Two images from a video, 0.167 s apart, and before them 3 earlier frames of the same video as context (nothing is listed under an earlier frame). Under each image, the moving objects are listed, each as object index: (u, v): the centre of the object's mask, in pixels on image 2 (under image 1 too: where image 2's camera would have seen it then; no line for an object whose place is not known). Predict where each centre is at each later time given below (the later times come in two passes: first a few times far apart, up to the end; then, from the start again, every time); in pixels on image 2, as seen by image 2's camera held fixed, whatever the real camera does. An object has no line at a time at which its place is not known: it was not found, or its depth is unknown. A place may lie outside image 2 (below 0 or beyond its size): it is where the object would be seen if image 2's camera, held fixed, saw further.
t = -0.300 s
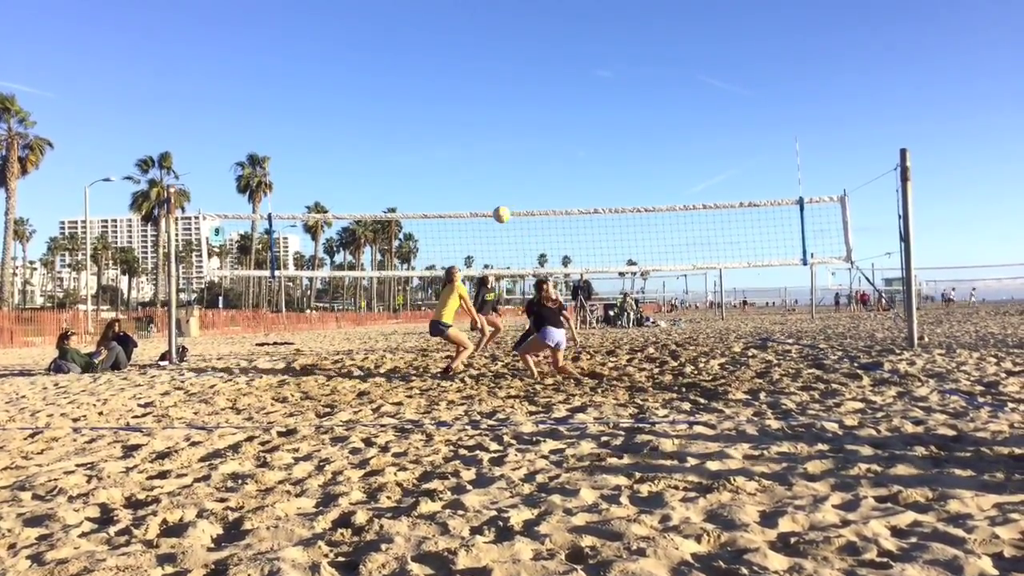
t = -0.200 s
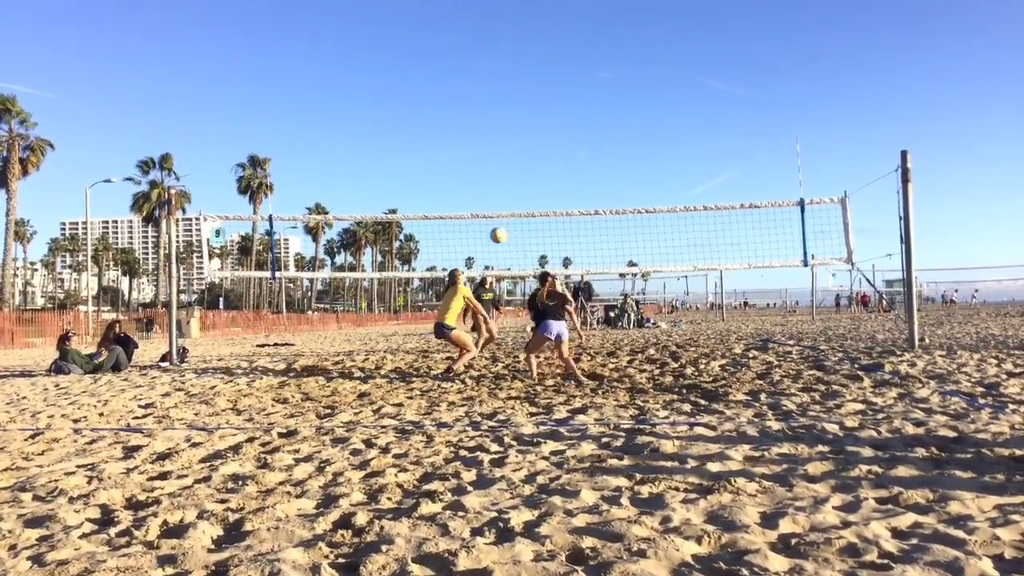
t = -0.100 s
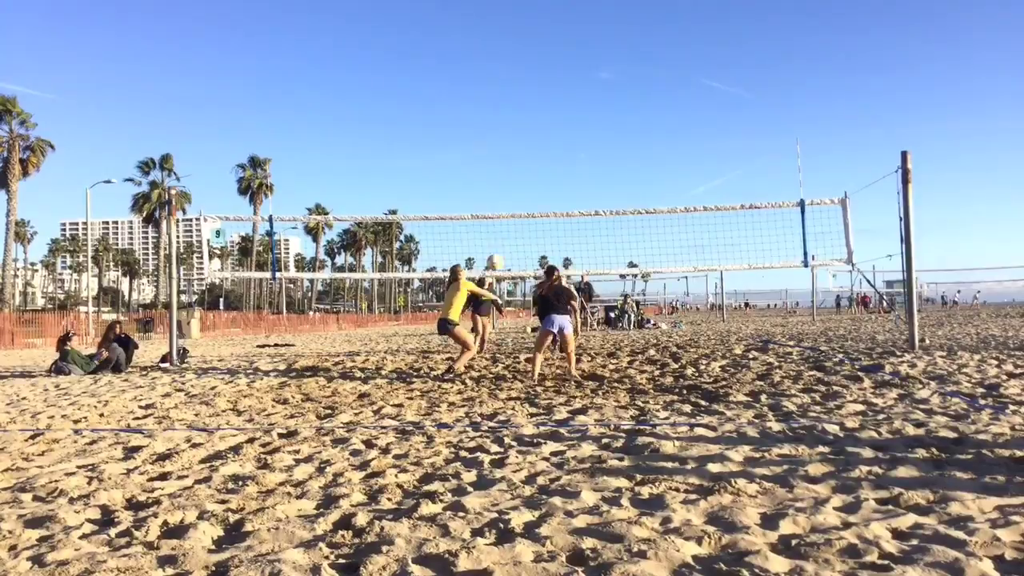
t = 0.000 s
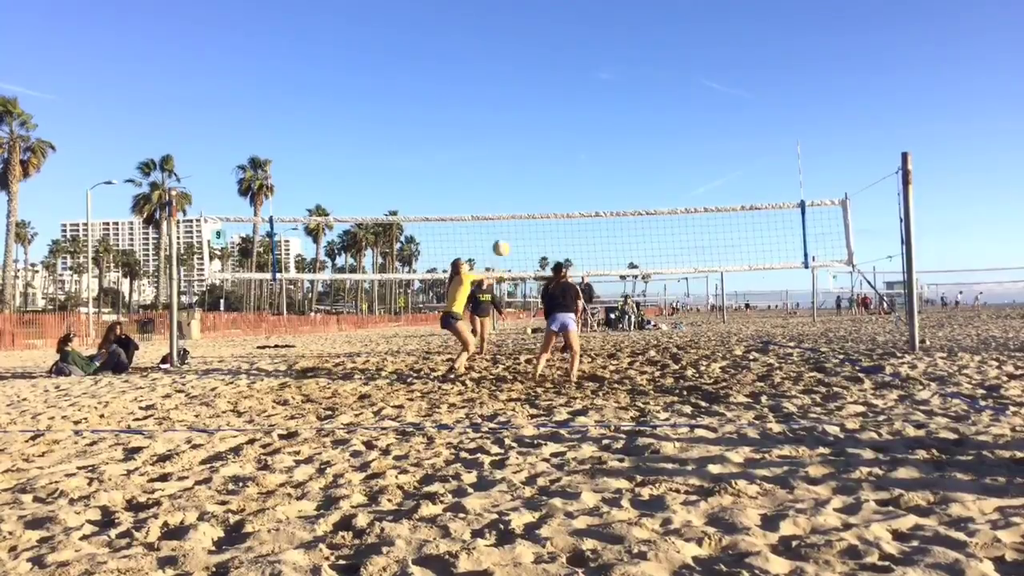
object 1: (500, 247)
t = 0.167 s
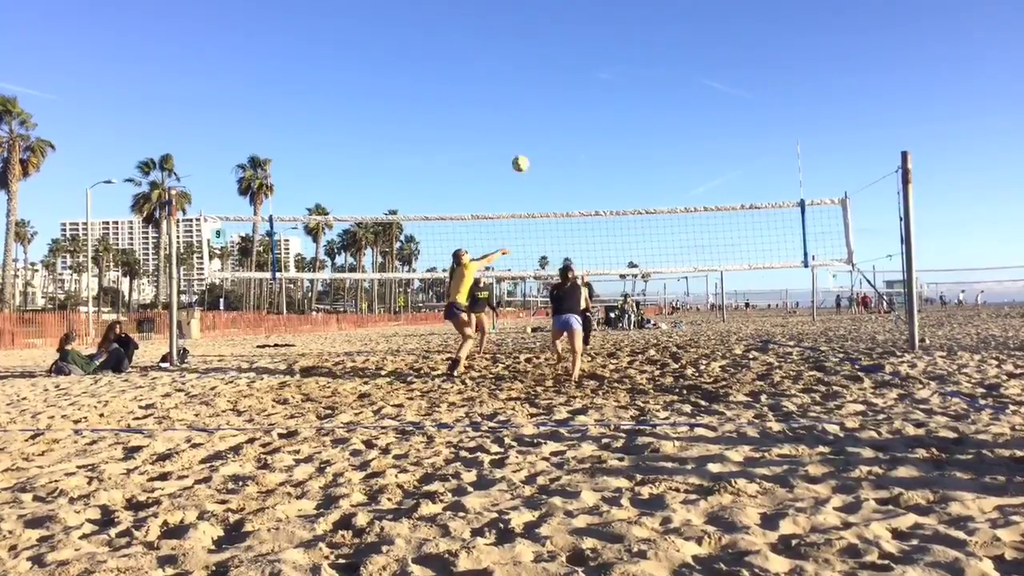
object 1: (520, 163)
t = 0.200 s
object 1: (524, 149)
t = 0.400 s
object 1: (545, 78)
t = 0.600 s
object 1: (564, 38)
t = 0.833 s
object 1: (584, 31)
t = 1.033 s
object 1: (598, 60)
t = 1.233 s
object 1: (611, 120)
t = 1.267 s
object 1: (613, 132)
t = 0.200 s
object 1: (524, 149)
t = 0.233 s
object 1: (528, 135)
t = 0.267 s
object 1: (531, 122)
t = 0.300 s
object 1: (535, 110)
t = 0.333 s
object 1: (538, 98)
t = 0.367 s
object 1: (542, 88)
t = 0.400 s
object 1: (545, 78)
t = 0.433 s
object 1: (548, 69)
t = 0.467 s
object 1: (552, 61)
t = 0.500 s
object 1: (555, 54)
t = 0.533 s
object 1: (558, 48)
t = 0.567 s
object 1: (561, 42)
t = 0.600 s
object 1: (564, 38)
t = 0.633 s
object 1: (567, 34)
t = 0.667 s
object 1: (570, 31)
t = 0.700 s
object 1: (573, 30)
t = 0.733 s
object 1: (576, 29)
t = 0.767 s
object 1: (578, 28)
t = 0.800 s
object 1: (581, 29)
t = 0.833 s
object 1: (584, 31)
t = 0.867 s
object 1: (586, 33)
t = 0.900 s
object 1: (588, 37)
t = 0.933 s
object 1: (591, 41)
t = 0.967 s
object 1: (593, 47)
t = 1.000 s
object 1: (596, 53)
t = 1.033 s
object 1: (598, 60)
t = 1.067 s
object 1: (600, 68)
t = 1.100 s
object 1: (602, 76)
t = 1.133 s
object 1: (604, 86)
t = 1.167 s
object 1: (607, 96)
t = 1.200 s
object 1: (609, 108)
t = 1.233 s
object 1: (611, 120)
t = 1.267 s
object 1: (613, 132)
